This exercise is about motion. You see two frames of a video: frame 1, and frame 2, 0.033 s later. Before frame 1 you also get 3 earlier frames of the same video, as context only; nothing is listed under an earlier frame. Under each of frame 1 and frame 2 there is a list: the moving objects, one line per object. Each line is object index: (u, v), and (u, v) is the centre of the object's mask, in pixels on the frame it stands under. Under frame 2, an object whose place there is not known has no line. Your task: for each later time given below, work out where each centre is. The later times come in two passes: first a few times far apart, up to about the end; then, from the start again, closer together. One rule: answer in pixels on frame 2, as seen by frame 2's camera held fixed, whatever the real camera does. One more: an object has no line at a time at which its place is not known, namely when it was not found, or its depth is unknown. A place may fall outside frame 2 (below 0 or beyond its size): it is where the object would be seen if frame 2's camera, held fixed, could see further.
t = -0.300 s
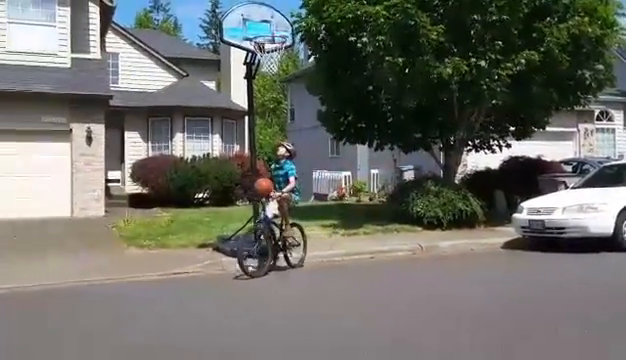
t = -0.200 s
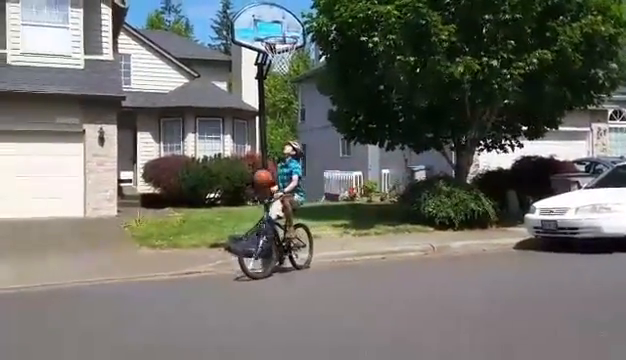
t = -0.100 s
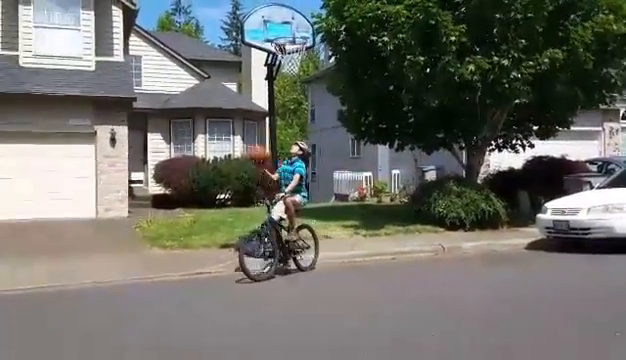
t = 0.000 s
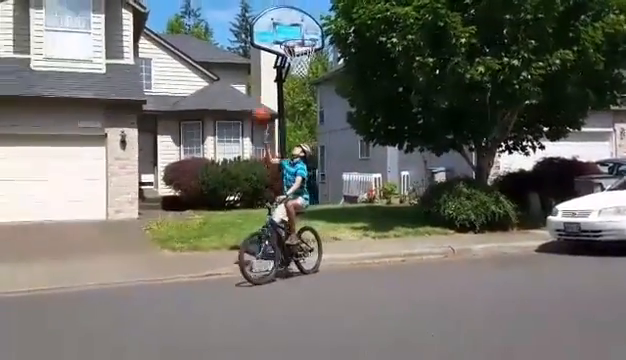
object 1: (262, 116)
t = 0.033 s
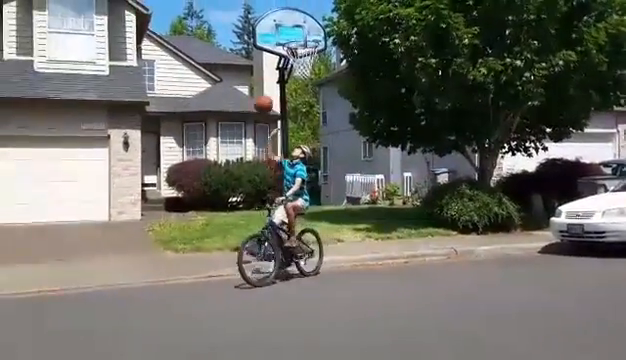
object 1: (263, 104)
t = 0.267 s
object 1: (259, 36)
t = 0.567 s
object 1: (255, 10)
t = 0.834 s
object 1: (251, 44)
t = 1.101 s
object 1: (249, 134)
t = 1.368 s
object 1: (247, 261)
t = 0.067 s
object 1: (262, 91)
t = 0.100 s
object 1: (262, 81)
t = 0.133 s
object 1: (261, 69)
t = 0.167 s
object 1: (260, 59)
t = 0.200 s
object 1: (260, 50)
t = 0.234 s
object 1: (260, 42)
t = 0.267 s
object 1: (259, 36)
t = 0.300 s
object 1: (260, 29)
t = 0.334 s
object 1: (258, 23)
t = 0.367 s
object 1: (257, 18)
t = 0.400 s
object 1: (257, 15)
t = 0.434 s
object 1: (256, 12)
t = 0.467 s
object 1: (255, 11)
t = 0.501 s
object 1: (255, 10)
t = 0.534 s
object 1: (255, 9)
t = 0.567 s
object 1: (255, 10)
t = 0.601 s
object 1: (254, 10)
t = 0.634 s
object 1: (253, 13)
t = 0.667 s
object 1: (253, 15)
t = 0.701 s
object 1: (253, 18)
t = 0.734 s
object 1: (253, 24)
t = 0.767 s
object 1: (252, 30)
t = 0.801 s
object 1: (251, 36)
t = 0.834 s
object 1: (251, 44)
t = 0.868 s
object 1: (251, 53)
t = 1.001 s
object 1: (250, 95)
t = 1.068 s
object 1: (249, 120)
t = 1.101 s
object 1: (249, 134)
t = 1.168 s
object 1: (249, 164)
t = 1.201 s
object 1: (249, 181)
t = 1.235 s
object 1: (249, 199)
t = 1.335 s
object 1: (248, 260)
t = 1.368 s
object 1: (247, 261)
